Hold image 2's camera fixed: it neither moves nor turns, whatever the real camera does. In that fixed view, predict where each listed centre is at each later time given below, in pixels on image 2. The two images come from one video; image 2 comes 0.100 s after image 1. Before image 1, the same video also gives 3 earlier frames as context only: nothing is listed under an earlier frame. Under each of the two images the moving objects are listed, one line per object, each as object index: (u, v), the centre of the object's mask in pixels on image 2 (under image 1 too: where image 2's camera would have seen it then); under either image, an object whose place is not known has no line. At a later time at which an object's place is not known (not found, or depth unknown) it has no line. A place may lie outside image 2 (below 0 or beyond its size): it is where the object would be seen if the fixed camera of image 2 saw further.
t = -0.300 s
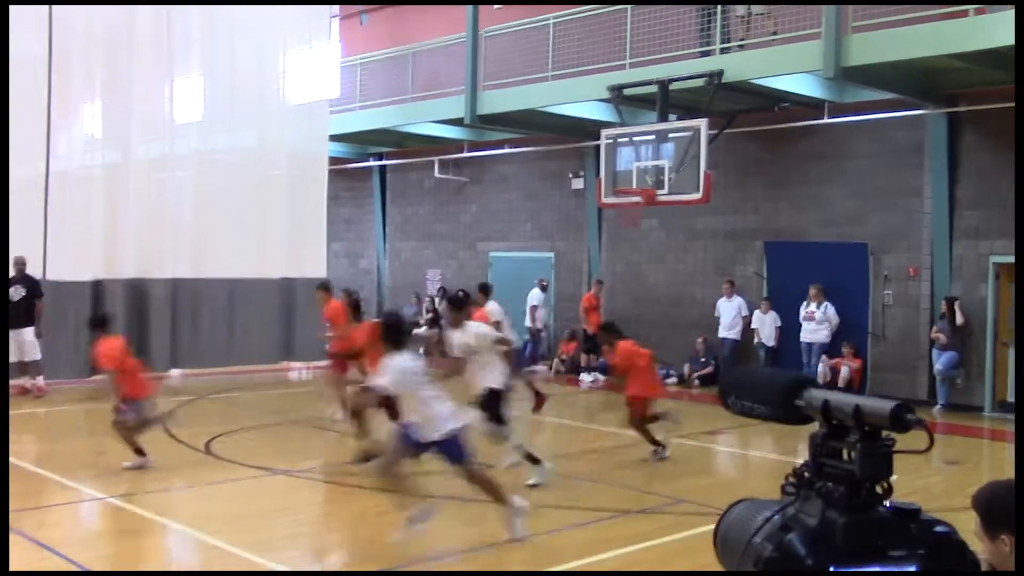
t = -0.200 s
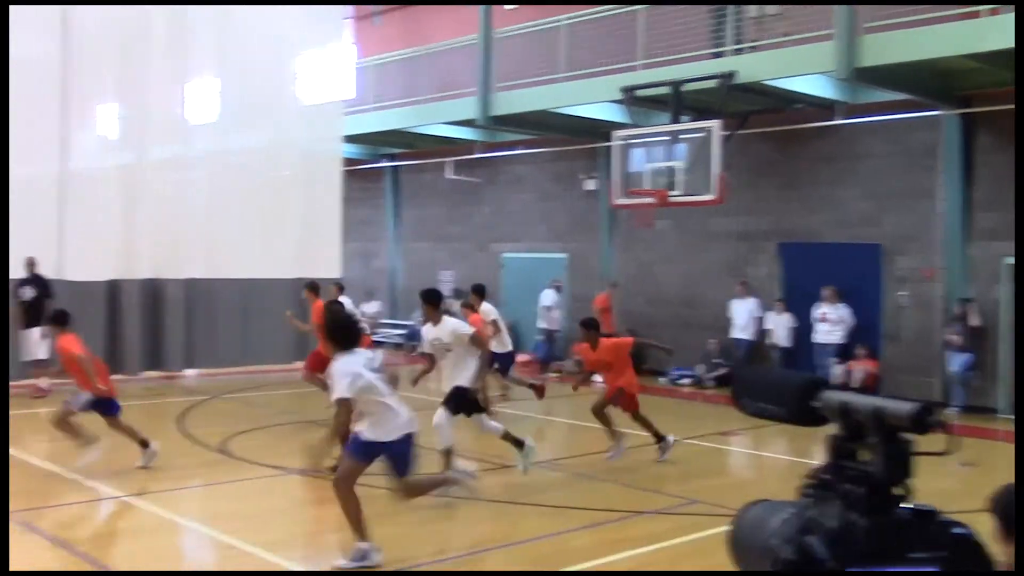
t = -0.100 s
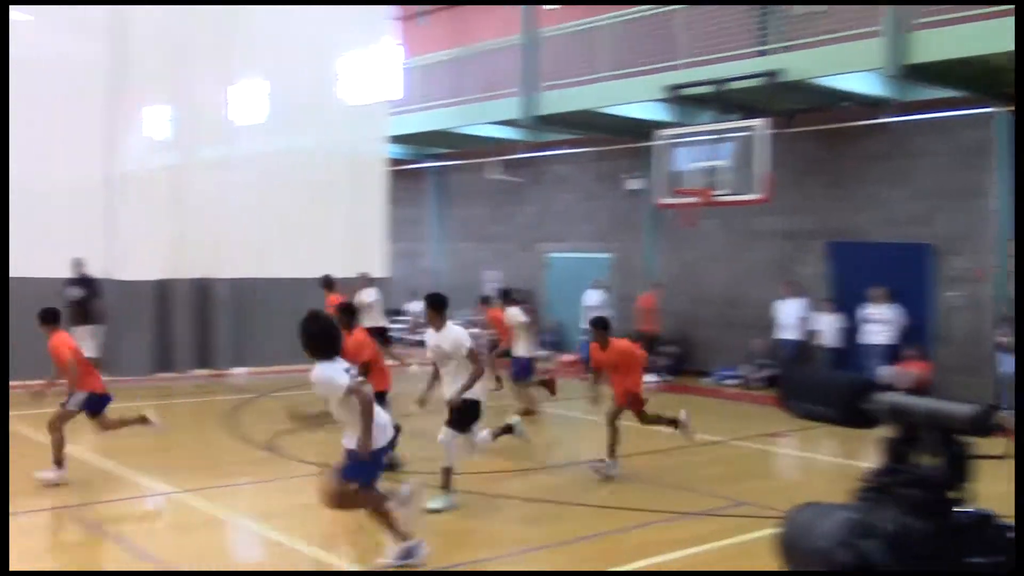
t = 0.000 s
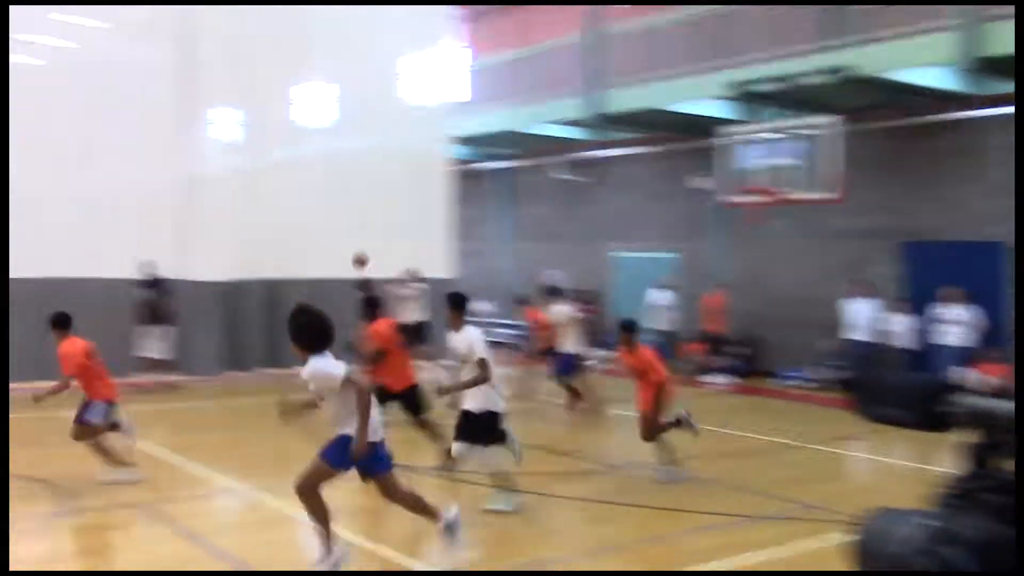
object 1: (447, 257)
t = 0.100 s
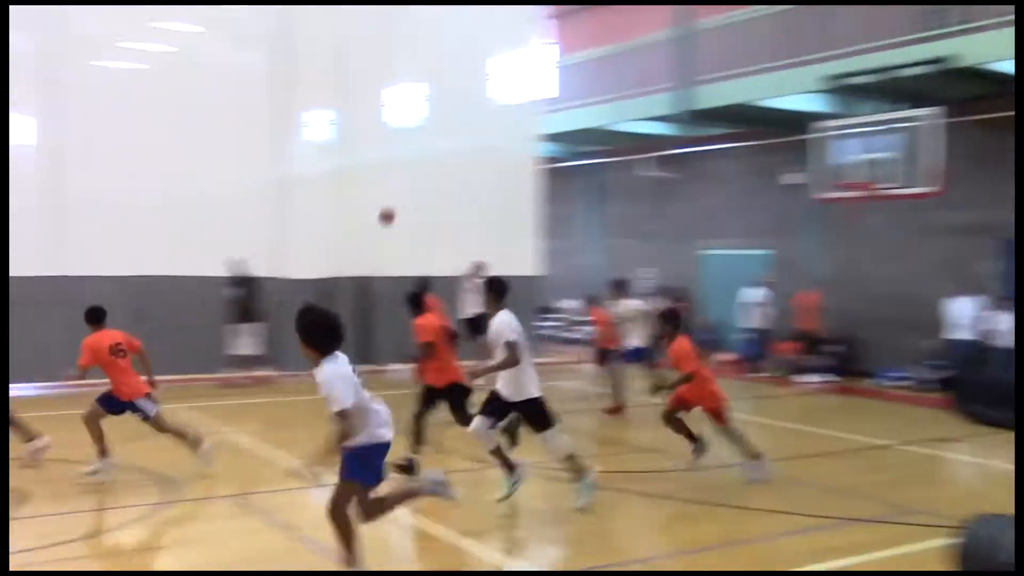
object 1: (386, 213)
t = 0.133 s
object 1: (366, 199)
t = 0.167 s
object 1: (344, 184)
